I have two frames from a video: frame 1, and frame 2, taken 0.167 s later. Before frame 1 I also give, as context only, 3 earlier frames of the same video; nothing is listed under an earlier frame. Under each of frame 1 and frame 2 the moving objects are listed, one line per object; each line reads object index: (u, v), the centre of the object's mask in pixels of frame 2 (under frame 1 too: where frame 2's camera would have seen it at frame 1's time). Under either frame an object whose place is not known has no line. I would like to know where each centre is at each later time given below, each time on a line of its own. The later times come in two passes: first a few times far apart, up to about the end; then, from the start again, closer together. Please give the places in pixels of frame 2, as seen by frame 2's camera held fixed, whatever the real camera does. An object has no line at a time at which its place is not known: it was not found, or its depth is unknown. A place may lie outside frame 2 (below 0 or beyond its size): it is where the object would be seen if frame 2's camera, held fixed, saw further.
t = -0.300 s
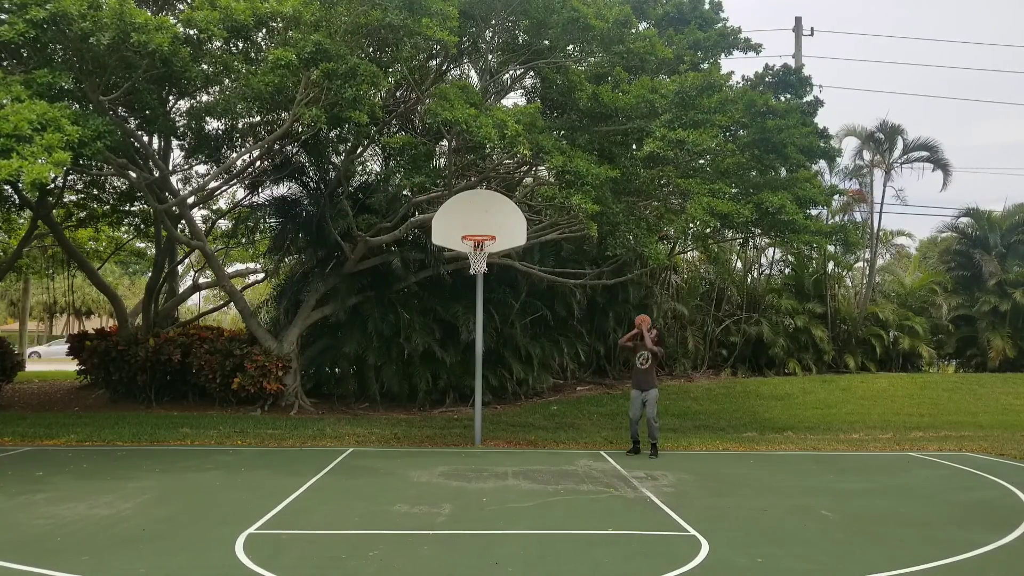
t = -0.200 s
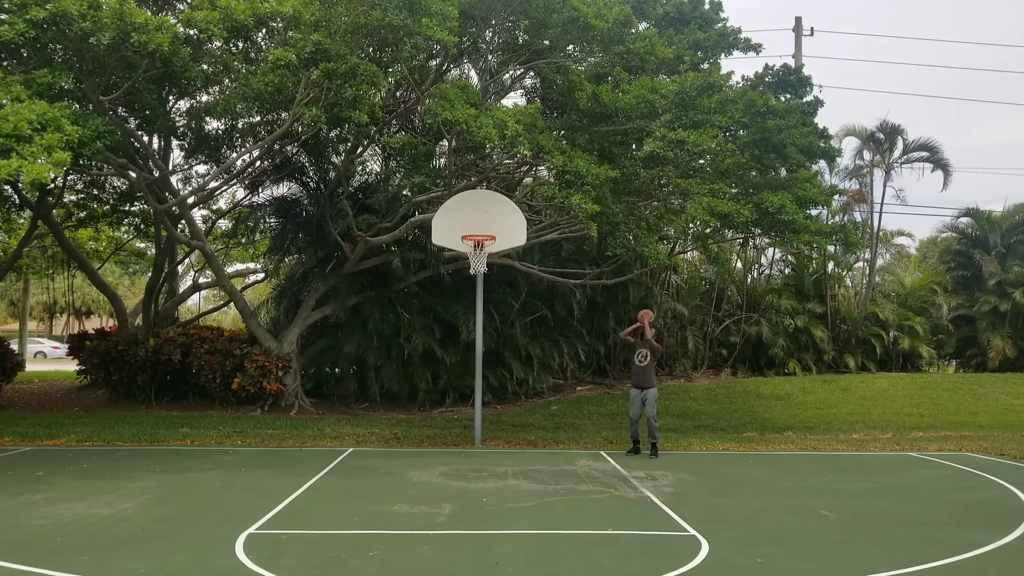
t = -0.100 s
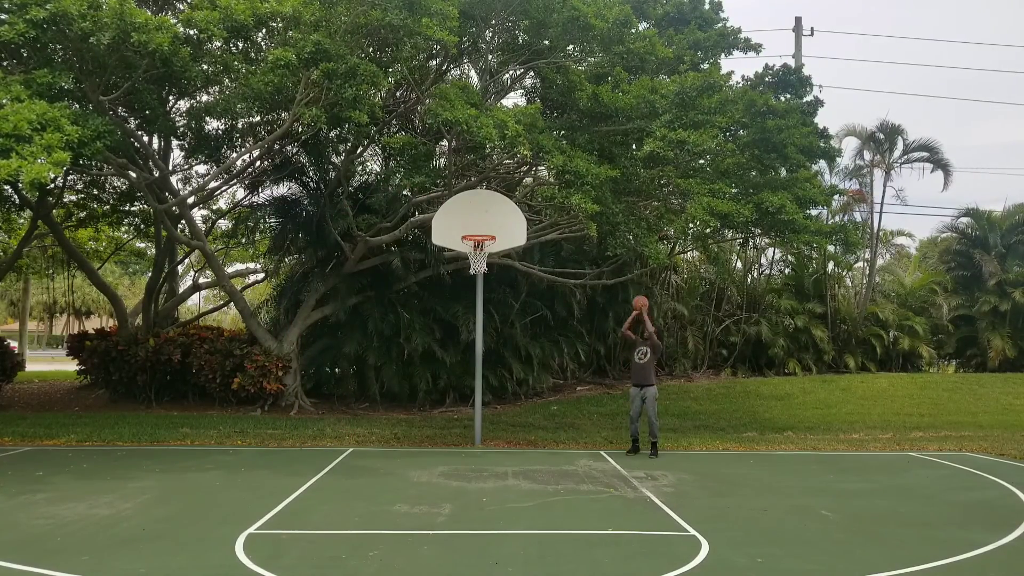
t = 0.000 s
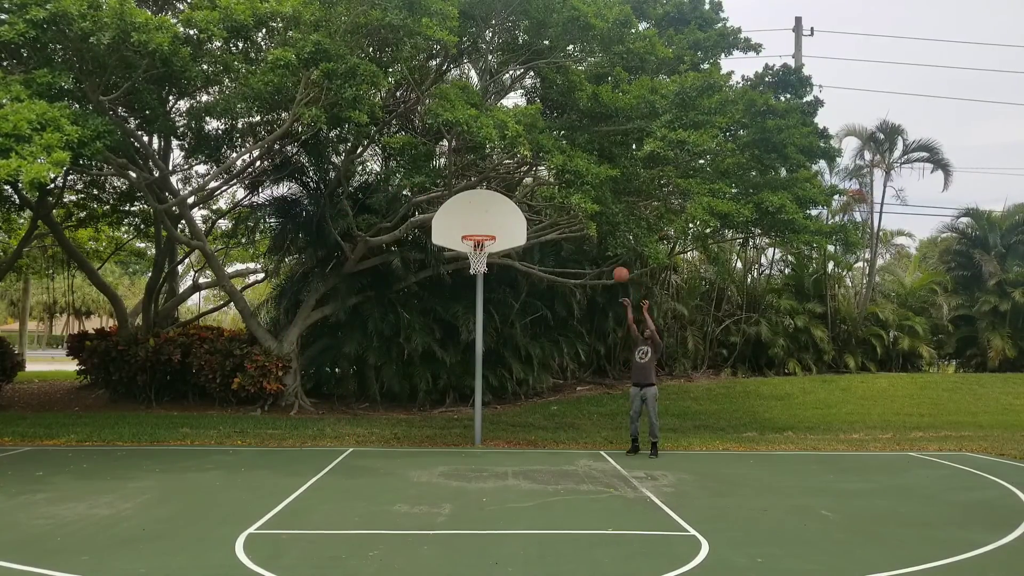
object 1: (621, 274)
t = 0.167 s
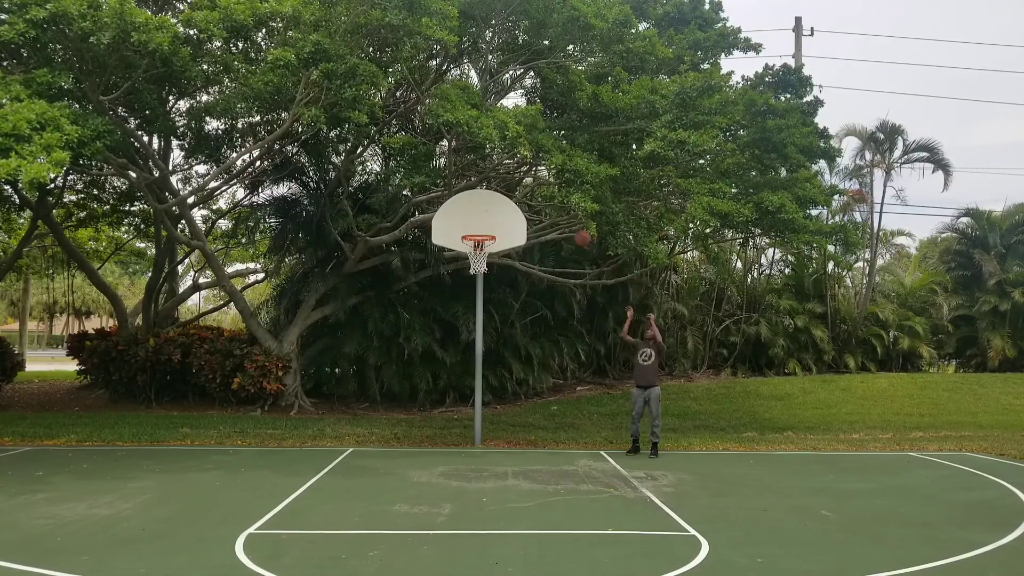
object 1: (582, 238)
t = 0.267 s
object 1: (560, 224)
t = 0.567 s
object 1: (488, 225)
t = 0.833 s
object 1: (471, 245)
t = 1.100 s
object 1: (473, 267)
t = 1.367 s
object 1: (491, 304)
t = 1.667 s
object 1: (508, 409)
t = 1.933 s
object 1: (522, 390)
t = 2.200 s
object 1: (536, 347)
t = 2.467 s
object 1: (549, 350)
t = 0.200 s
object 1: (575, 233)
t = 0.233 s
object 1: (567, 228)
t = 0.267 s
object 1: (560, 224)
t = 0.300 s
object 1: (553, 221)
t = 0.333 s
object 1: (545, 219)
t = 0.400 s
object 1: (528, 218)
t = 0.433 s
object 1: (520, 218)
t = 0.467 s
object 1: (512, 218)
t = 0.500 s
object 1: (504, 220)
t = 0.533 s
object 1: (496, 222)
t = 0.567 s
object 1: (488, 225)
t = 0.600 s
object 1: (479, 228)
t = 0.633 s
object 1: (471, 231)
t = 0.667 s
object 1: (473, 232)
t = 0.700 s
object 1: (481, 233)
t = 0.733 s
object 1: (486, 234)
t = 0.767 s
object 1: (481, 234)
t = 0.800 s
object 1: (478, 239)
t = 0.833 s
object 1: (471, 245)
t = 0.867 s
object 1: (469, 246)
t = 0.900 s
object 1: (469, 246)
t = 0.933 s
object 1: (467, 248)
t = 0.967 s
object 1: (467, 250)
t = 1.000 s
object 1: (469, 250)
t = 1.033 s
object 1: (469, 251)
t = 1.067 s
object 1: (471, 253)
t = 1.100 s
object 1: (473, 267)
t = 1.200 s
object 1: (481, 275)
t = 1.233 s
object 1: (483, 278)
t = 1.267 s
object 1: (485, 283)
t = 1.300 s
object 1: (487, 289)
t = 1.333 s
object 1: (489, 297)
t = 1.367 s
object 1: (491, 304)
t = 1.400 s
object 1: (492, 313)
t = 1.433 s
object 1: (494, 323)
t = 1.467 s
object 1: (496, 333)
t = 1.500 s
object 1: (498, 344)
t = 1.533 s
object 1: (500, 356)
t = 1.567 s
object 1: (502, 368)
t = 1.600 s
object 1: (504, 381)
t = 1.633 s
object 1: (506, 395)
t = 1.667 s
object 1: (508, 409)
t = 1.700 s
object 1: (510, 426)
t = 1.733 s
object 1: (511, 443)
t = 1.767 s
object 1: (513, 443)
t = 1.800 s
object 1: (515, 430)
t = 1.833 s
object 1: (517, 419)
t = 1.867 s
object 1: (519, 409)
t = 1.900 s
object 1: (520, 399)
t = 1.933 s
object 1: (522, 390)
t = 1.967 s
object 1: (524, 383)
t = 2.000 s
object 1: (526, 375)
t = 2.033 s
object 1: (527, 368)
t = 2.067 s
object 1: (529, 363)
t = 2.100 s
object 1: (531, 358)
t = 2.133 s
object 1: (533, 353)
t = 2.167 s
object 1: (534, 350)
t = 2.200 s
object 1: (536, 347)
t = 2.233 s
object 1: (537, 345)
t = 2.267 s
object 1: (539, 344)
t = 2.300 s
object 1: (540, 343)
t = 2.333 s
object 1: (542, 343)
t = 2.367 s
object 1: (543, 344)
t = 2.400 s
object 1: (545, 345)
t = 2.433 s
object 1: (547, 348)
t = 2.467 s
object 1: (549, 350)
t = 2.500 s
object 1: (550, 354)
